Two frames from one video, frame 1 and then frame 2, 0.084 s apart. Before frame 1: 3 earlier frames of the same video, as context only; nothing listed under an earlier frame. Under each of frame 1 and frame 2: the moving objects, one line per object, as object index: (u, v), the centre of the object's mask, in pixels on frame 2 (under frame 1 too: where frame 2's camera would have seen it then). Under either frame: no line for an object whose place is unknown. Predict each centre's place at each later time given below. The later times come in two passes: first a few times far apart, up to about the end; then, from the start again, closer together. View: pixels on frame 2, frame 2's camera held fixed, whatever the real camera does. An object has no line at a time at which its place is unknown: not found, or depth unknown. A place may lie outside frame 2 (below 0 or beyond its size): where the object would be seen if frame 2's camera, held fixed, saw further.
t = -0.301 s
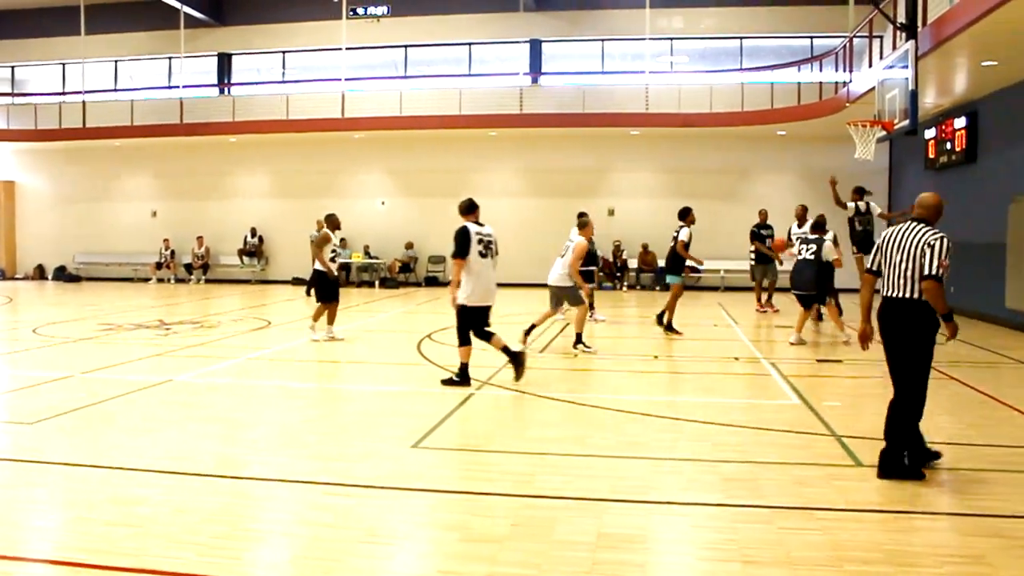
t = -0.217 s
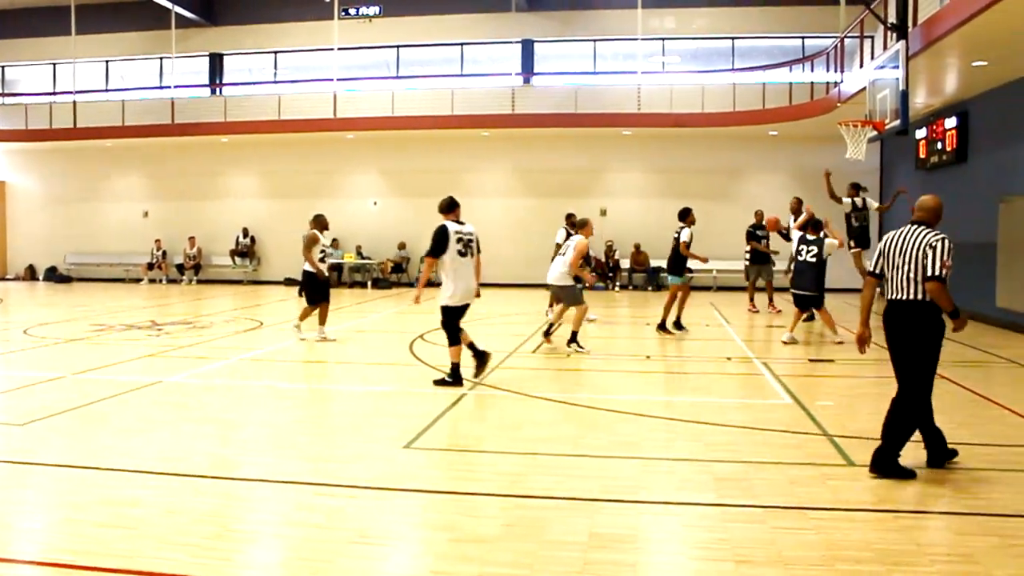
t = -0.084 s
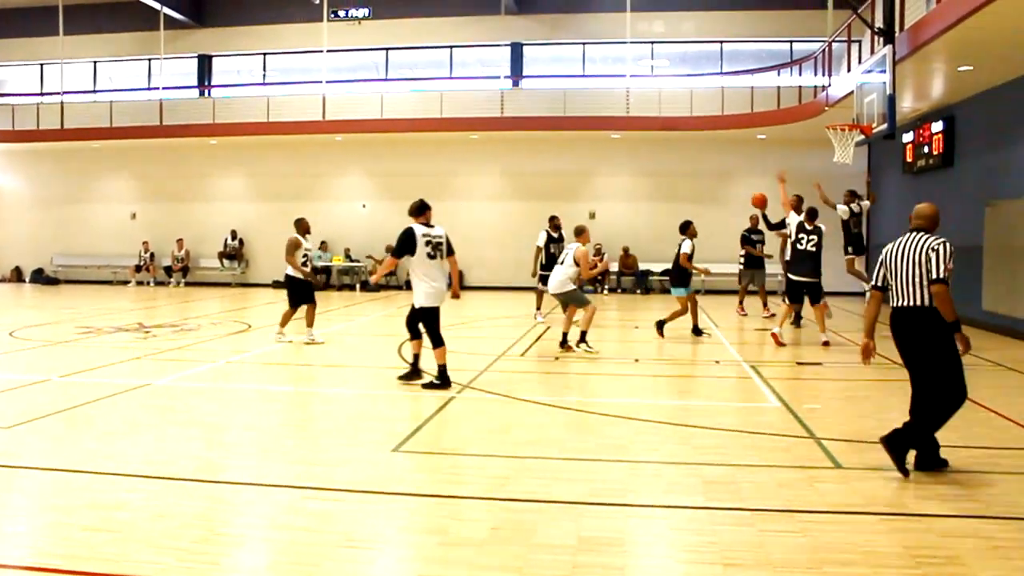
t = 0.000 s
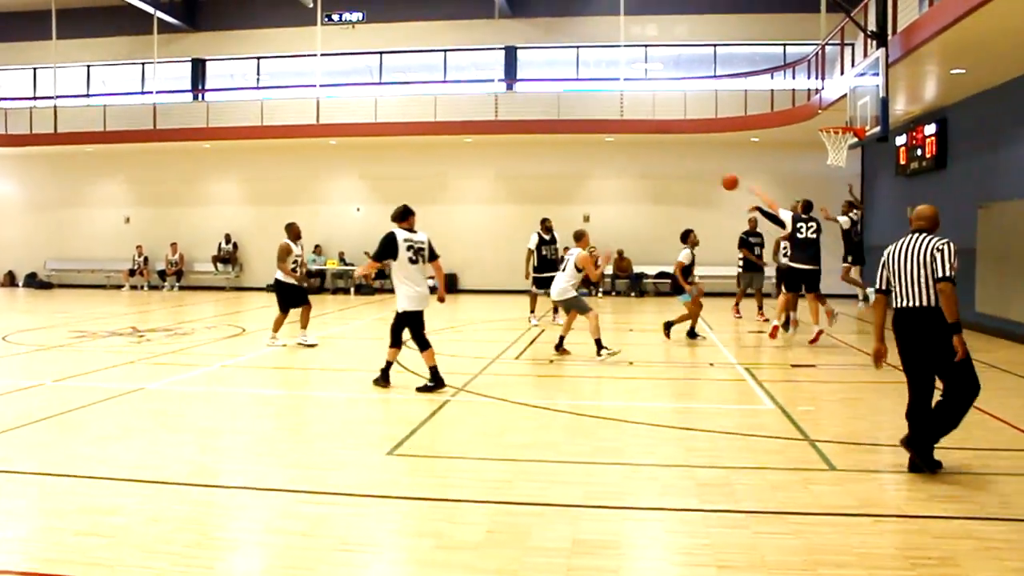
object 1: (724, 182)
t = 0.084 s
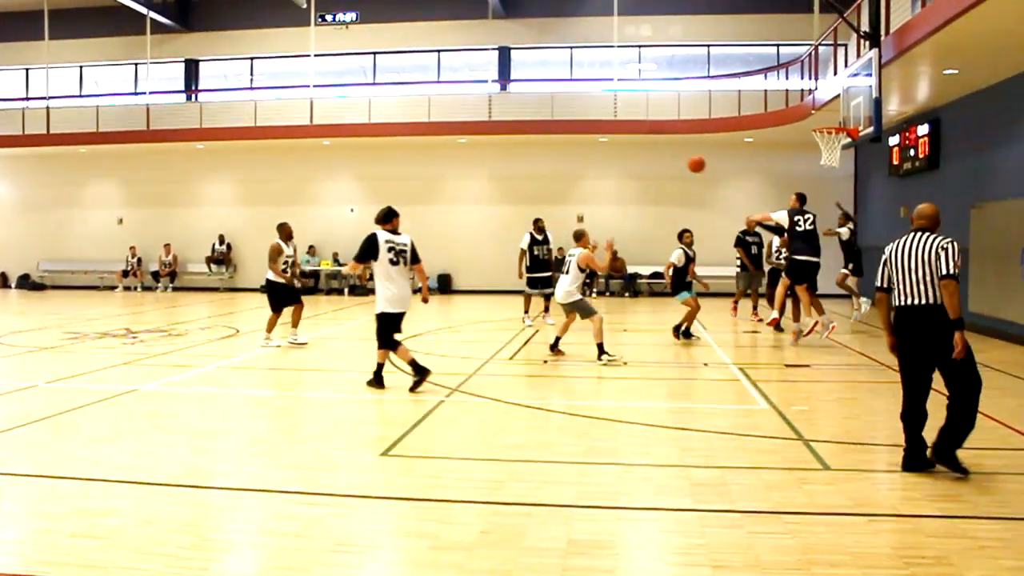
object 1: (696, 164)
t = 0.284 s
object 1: (620, 135)
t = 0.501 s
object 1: (525, 136)
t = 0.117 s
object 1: (685, 158)
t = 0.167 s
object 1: (666, 149)
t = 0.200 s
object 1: (654, 145)
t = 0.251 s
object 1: (634, 138)
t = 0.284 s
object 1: (620, 135)
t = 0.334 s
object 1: (600, 132)
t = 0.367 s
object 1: (586, 131)
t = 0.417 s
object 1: (564, 131)
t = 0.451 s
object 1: (549, 132)
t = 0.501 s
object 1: (525, 136)
